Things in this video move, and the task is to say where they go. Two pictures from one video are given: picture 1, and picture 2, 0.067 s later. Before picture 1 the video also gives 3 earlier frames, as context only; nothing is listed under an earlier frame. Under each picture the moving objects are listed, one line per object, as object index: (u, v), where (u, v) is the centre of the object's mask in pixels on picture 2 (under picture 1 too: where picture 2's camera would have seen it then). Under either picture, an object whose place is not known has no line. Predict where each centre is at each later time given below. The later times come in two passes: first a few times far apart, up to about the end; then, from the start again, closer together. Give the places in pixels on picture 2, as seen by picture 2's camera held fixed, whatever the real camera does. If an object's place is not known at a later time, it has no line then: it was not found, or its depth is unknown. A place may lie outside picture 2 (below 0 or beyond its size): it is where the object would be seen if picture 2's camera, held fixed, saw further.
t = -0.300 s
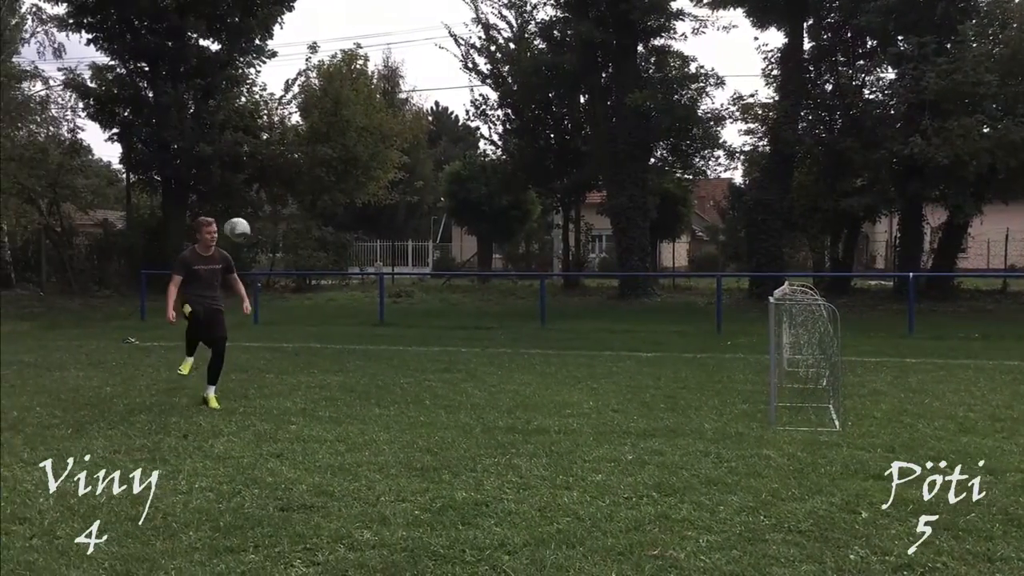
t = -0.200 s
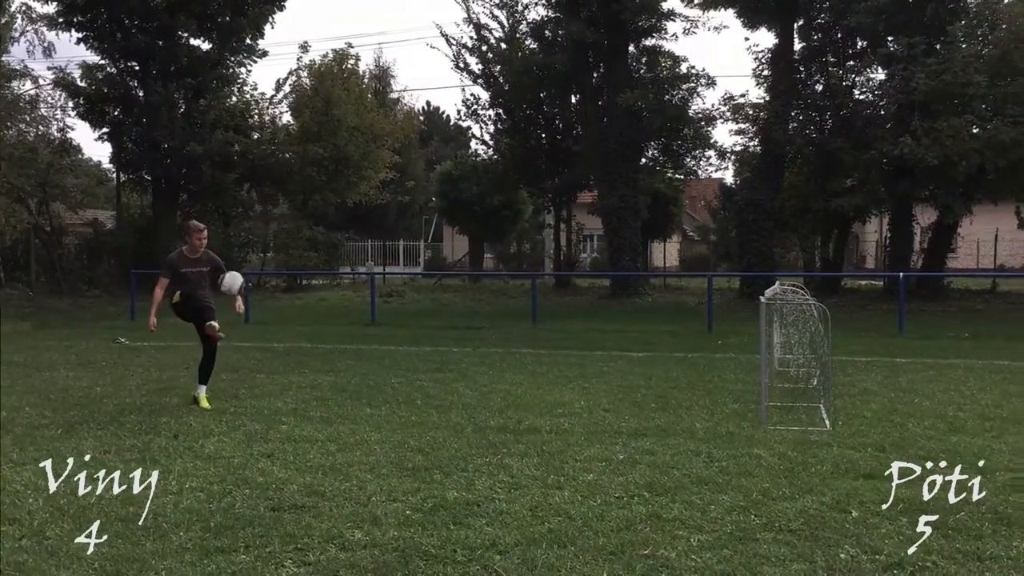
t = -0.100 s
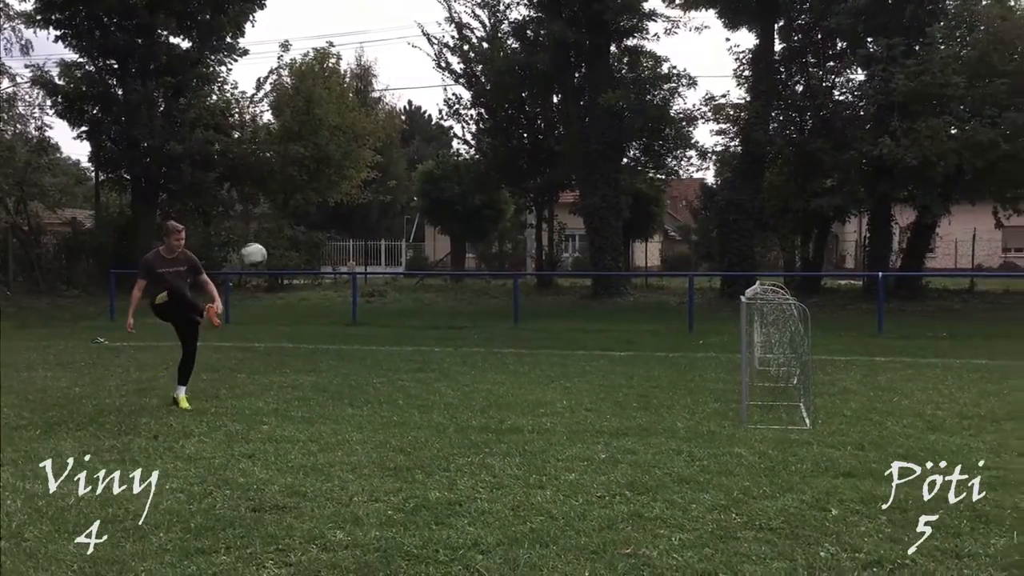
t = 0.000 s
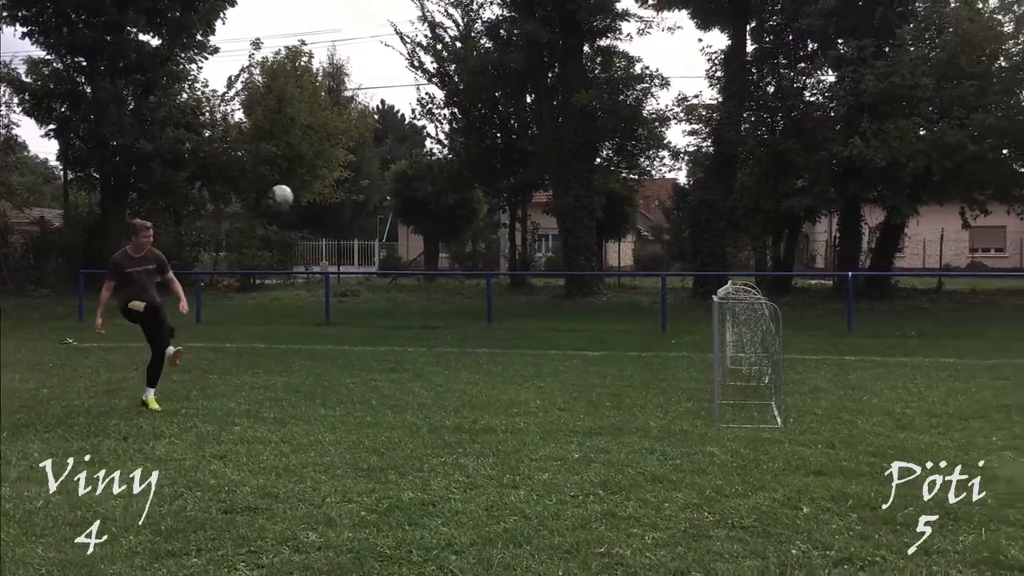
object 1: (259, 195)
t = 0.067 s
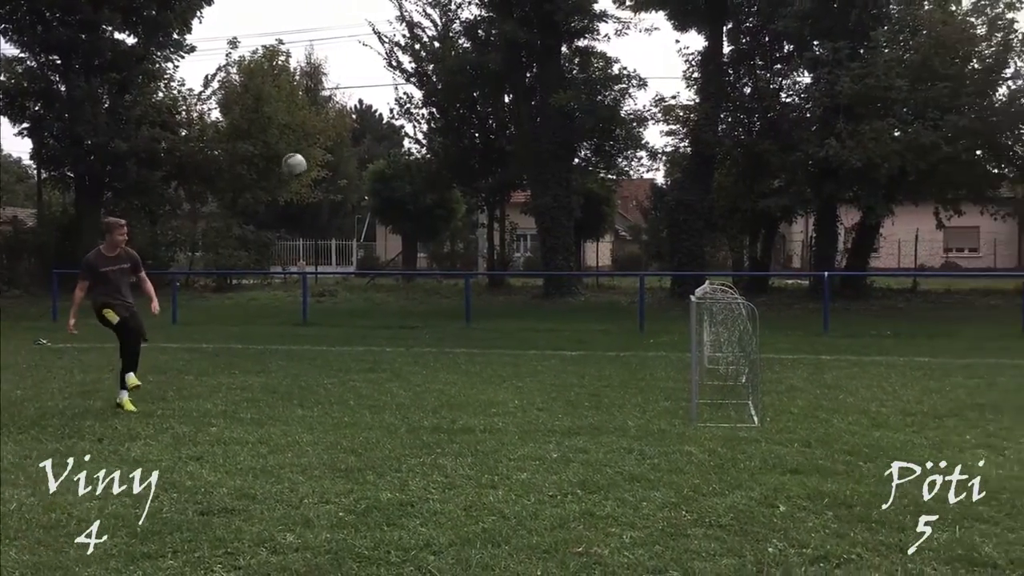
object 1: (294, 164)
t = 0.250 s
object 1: (387, 110)
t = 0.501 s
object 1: (500, 95)
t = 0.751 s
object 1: (596, 141)
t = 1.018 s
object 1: (685, 241)
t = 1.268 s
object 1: (781, 282)
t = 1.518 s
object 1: (883, 330)
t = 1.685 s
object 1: (943, 343)
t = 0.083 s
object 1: (303, 157)
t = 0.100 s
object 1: (312, 151)
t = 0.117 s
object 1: (321, 144)
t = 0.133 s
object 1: (330, 138)
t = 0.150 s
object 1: (339, 134)
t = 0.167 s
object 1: (348, 128)
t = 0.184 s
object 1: (355, 124)
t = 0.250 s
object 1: (387, 110)
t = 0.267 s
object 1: (396, 107)
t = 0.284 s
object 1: (402, 105)
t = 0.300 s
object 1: (410, 103)
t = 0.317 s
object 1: (419, 100)
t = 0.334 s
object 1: (426, 98)
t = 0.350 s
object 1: (434, 97)
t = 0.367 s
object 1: (441, 96)
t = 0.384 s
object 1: (448, 94)
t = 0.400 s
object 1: (456, 93)
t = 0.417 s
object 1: (463, 93)
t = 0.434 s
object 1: (471, 92)
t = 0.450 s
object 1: (478, 92)
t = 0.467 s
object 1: (485, 94)
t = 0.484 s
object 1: (493, 94)
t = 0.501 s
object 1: (500, 95)
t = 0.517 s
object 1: (506, 96)
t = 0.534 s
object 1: (513, 98)
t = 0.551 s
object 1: (520, 99)
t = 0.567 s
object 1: (526, 102)
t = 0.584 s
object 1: (533, 104)
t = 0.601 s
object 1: (540, 106)
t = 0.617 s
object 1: (546, 109)
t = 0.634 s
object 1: (553, 113)
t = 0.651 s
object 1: (560, 116)
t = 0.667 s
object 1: (566, 119)
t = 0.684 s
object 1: (572, 123)
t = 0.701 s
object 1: (578, 127)
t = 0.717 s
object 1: (584, 131)
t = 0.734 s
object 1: (590, 135)
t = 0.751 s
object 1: (596, 141)
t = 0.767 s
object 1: (602, 145)
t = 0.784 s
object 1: (608, 150)
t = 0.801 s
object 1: (614, 154)
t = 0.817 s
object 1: (620, 160)
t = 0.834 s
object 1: (625, 166)
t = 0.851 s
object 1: (631, 172)
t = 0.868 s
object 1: (636, 177)
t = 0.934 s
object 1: (658, 203)
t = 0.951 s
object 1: (663, 210)
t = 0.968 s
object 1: (668, 218)
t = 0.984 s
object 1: (673, 225)
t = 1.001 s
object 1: (679, 233)
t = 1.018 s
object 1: (685, 241)
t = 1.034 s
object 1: (689, 249)
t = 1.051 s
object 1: (694, 257)
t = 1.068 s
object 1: (701, 266)
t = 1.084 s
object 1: (706, 273)
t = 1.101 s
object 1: (710, 280)
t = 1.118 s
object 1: (717, 280)
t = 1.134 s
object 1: (723, 278)
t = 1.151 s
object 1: (731, 278)
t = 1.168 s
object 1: (738, 278)
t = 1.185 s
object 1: (745, 279)
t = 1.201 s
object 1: (753, 279)
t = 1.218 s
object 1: (759, 280)
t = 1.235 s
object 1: (767, 281)
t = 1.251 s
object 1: (774, 282)
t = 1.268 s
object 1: (781, 282)
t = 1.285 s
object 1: (789, 284)
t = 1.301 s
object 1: (796, 285)
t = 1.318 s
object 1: (802, 288)
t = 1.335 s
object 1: (809, 290)
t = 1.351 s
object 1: (816, 292)
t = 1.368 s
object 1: (823, 295)
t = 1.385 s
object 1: (829, 298)
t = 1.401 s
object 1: (837, 301)
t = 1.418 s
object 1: (843, 304)
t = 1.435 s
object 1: (850, 308)
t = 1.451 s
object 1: (857, 311)
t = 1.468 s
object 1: (864, 315)
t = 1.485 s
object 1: (871, 319)
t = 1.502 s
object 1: (877, 325)
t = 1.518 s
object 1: (883, 330)
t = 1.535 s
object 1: (890, 335)
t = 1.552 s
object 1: (897, 340)
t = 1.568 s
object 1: (903, 345)
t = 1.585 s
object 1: (909, 351)
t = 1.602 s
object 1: (916, 357)
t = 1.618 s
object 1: (922, 359)
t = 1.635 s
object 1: (927, 355)
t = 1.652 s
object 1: (932, 351)
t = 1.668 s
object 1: (937, 347)
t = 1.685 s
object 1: (943, 343)
